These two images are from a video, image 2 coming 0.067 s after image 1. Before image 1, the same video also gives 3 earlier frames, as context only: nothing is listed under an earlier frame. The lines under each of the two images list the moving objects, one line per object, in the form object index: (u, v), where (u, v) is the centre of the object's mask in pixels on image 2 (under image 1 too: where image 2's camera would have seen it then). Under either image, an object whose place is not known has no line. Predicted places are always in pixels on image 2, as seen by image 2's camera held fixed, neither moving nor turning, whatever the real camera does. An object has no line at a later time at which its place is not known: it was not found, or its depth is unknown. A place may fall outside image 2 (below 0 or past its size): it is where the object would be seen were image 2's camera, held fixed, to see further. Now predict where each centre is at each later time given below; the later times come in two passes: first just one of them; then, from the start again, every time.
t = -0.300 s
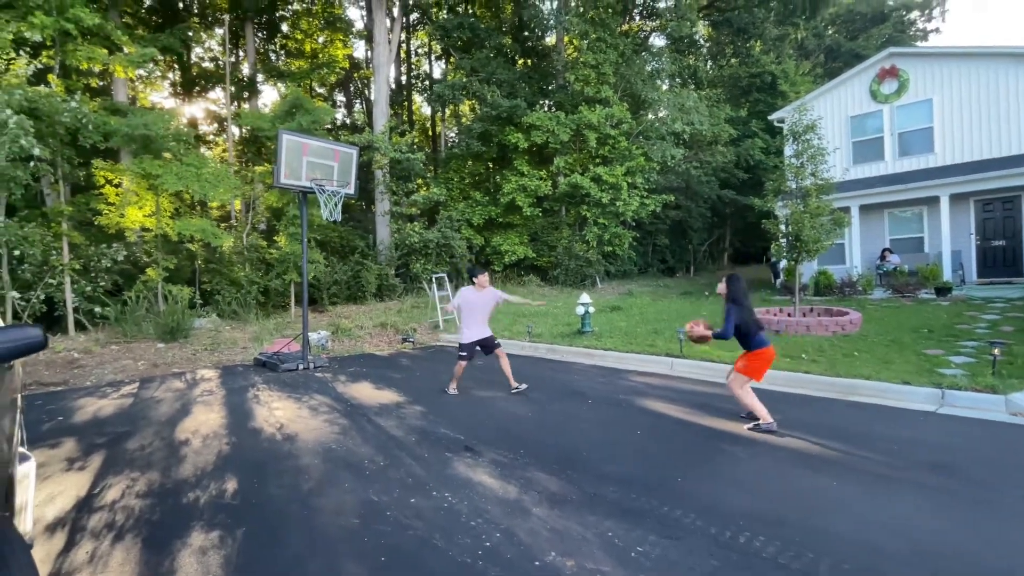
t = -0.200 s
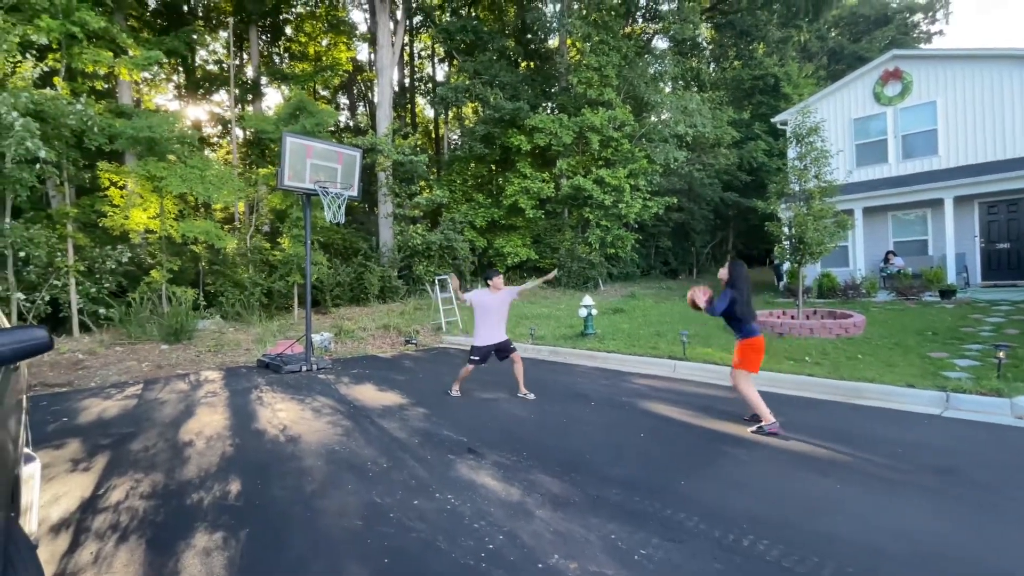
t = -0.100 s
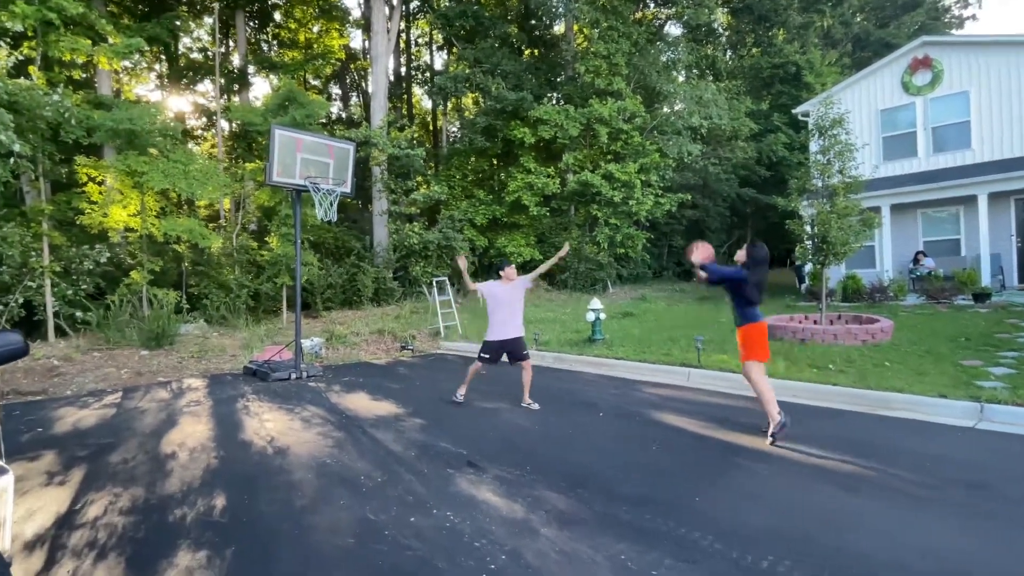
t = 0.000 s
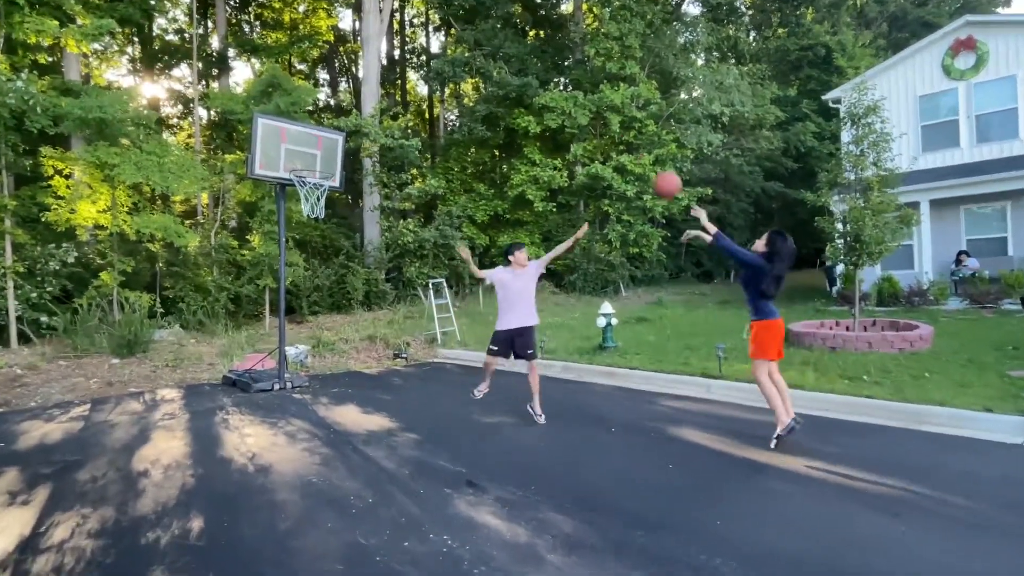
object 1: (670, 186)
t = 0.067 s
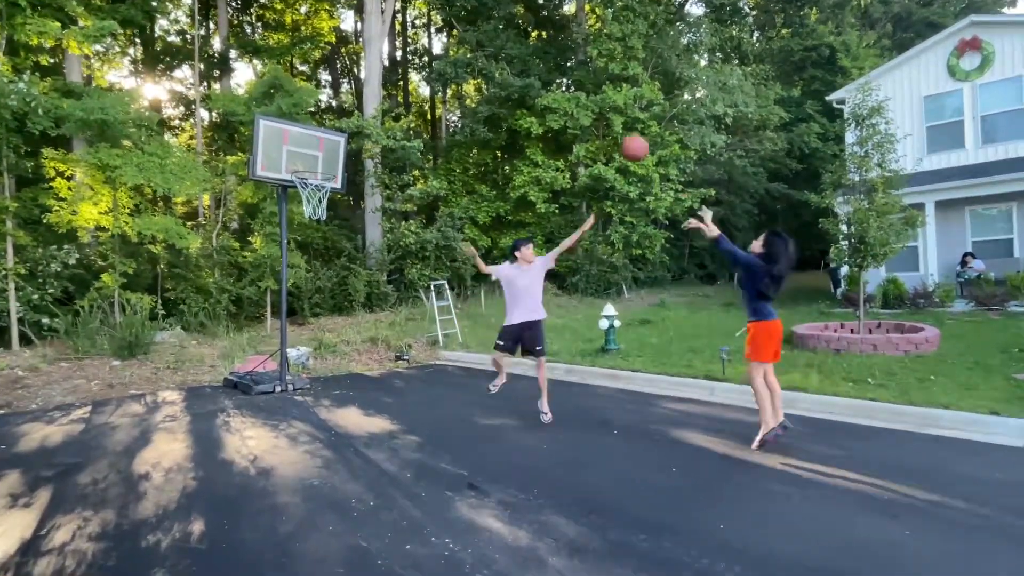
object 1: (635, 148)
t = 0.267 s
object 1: (540, 71)
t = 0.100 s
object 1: (617, 131)
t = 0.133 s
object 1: (600, 116)
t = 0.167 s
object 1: (585, 102)
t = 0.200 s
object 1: (569, 90)
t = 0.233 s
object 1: (554, 79)
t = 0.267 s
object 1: (540, 71)
